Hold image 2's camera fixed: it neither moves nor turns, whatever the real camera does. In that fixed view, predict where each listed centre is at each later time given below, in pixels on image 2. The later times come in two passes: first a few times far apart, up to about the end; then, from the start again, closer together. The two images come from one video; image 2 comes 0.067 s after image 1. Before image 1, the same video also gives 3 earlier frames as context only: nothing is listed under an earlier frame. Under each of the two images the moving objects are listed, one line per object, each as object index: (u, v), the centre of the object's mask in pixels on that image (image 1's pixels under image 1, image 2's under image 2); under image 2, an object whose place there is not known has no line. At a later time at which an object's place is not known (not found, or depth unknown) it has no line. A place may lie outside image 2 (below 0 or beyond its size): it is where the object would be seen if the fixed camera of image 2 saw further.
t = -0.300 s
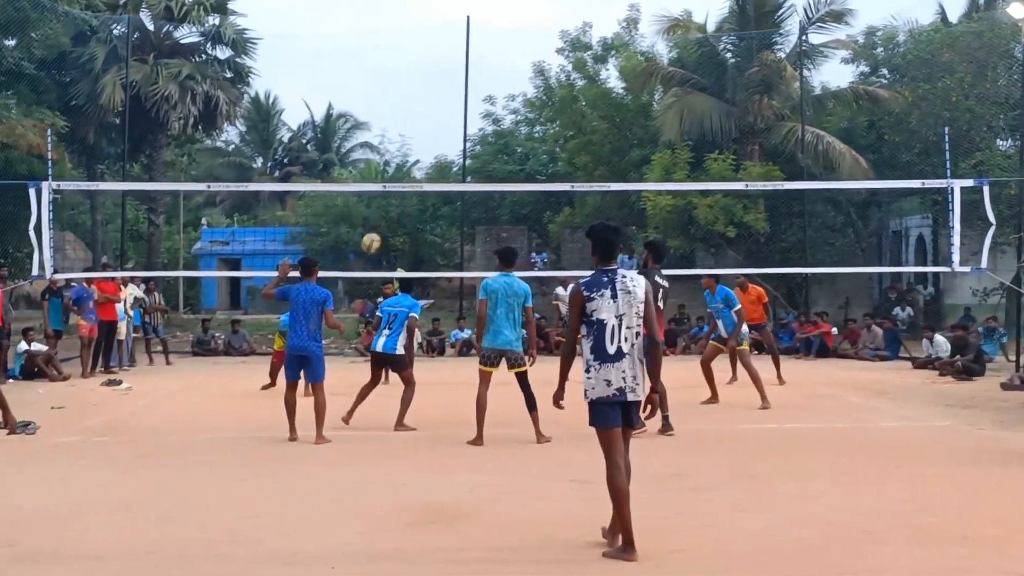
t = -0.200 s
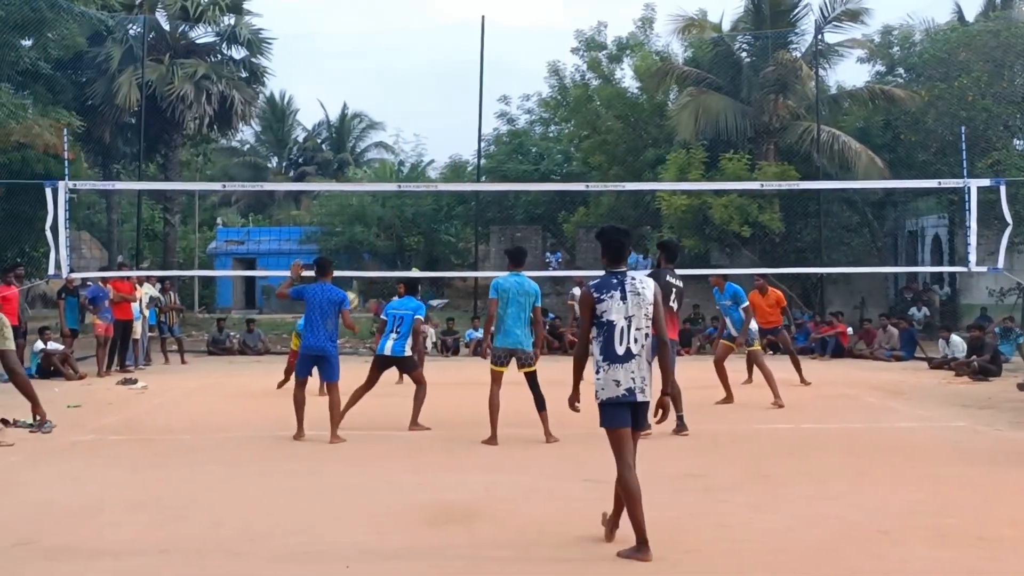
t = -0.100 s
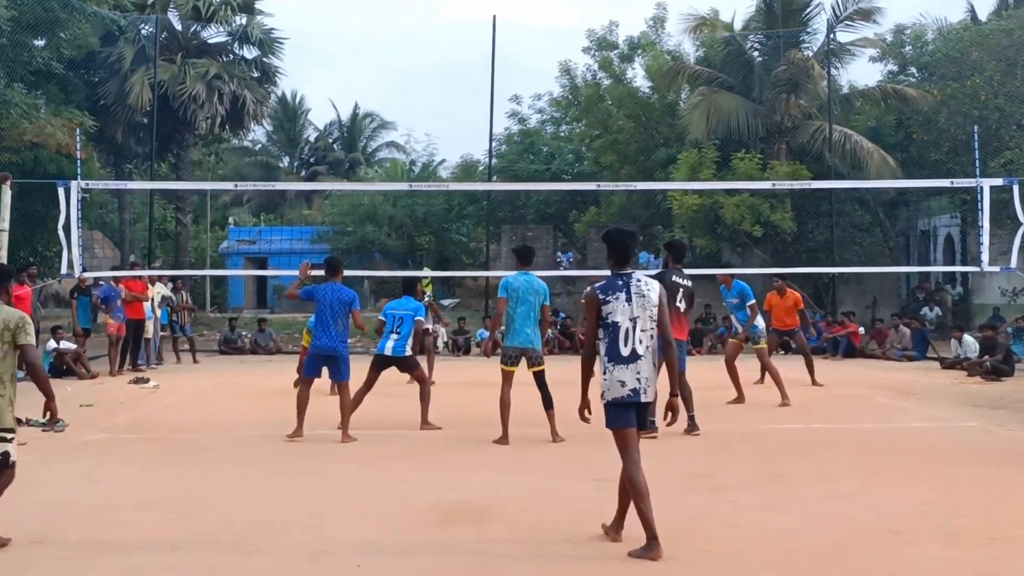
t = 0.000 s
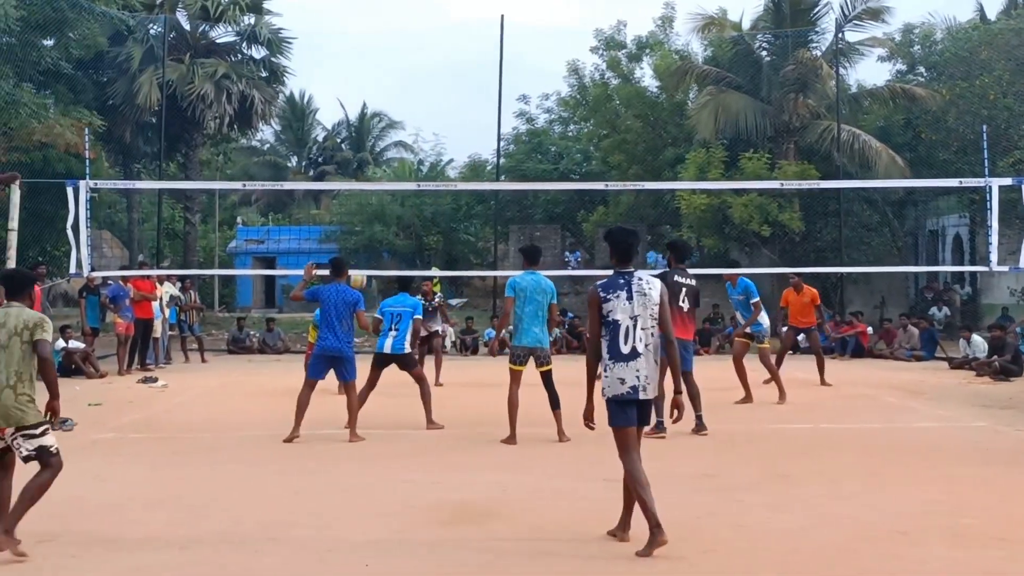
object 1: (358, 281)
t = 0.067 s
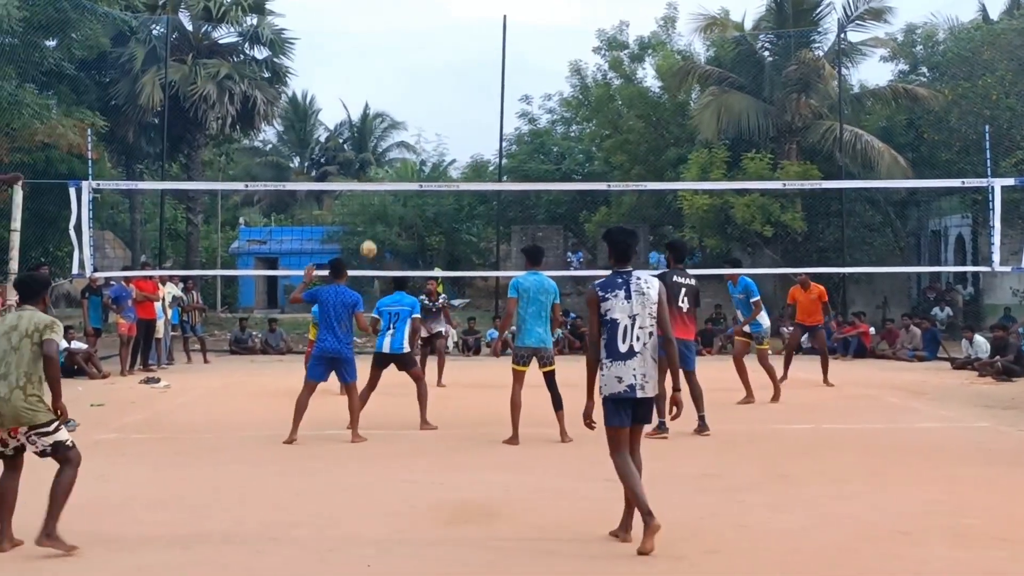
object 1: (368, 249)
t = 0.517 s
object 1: (426, 116)
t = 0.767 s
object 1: (461, 107)
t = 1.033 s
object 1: (502, 154)
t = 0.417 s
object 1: (413, 132)
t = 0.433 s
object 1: (415, 129)
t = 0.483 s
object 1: (422, 120)
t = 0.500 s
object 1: (424, 118)
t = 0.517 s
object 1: (426, 116)
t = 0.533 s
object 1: (428, 114)
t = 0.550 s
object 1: (431, 112)
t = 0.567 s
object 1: (433, 110)
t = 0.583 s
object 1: (436, 108)
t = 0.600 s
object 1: (438, 107)
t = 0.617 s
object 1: (440, 106)
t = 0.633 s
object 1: (443, 105)
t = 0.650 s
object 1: (445, 105)
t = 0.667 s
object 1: (447, 104)
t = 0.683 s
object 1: (449, 104)
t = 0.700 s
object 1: (452, 104)
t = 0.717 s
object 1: (454, 105)
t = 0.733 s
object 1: (456, 105)
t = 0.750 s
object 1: (458, 106)
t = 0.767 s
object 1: (461, 107)
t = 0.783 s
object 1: (464, 108)
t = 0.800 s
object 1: (466, 110)
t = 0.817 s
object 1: (469, 111)
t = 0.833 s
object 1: (471, 113)
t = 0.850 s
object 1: (473, 115)
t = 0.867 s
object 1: (476, 117)
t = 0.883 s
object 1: (478, 120)
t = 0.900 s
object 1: (481, 123)
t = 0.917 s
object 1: (483, 126)
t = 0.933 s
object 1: (486, 130)
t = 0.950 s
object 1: (488, 133)
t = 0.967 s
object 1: (491, 137)
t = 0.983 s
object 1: (493, 142)
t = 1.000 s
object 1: (496, 146)
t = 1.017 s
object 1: (499, 151)
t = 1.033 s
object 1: (502, 154)
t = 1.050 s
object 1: (505, 160)
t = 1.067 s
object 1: (507, 164)
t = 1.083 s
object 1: (510, 170)
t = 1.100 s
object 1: (512, 175)
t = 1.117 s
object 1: (514, 178)
